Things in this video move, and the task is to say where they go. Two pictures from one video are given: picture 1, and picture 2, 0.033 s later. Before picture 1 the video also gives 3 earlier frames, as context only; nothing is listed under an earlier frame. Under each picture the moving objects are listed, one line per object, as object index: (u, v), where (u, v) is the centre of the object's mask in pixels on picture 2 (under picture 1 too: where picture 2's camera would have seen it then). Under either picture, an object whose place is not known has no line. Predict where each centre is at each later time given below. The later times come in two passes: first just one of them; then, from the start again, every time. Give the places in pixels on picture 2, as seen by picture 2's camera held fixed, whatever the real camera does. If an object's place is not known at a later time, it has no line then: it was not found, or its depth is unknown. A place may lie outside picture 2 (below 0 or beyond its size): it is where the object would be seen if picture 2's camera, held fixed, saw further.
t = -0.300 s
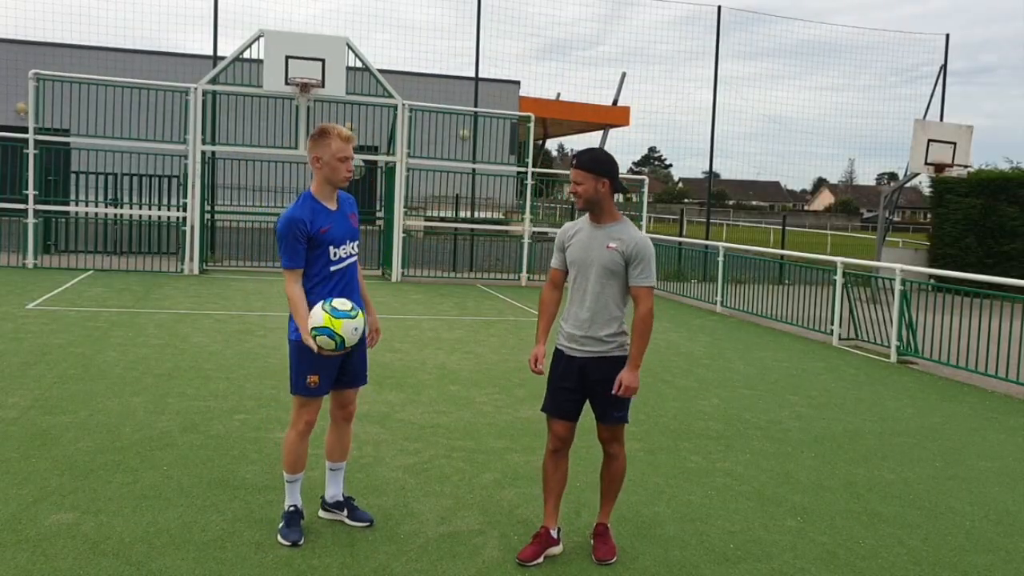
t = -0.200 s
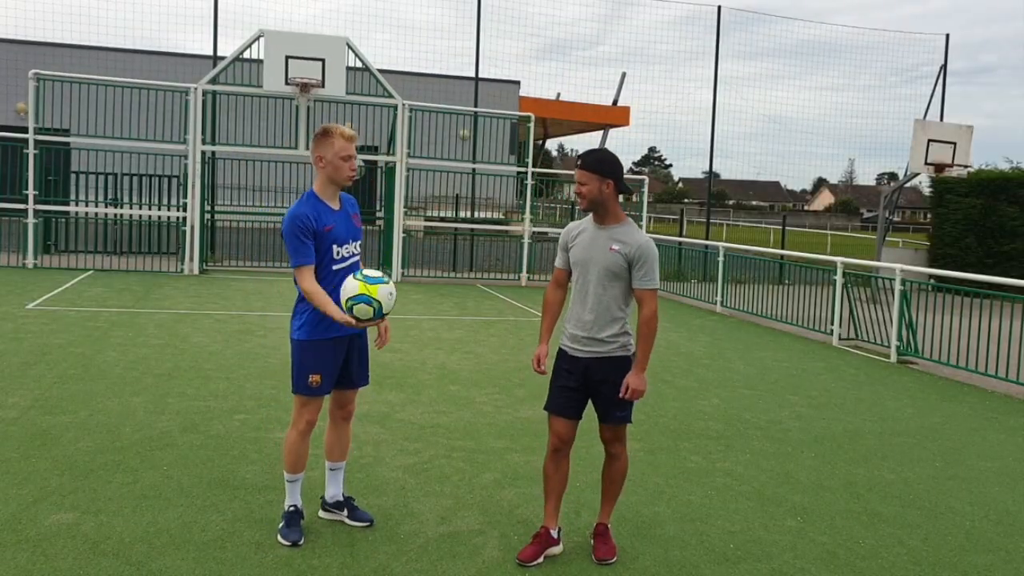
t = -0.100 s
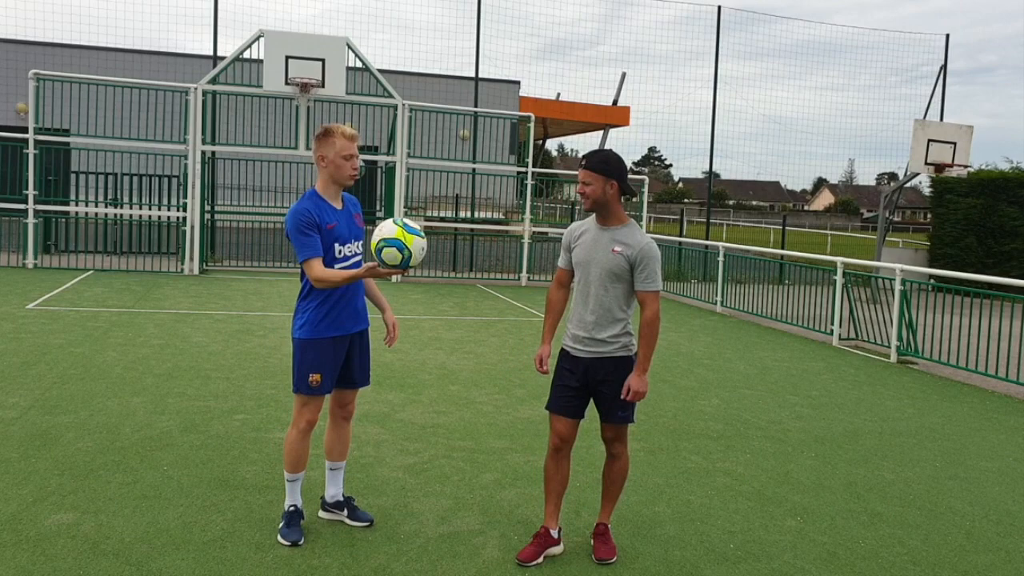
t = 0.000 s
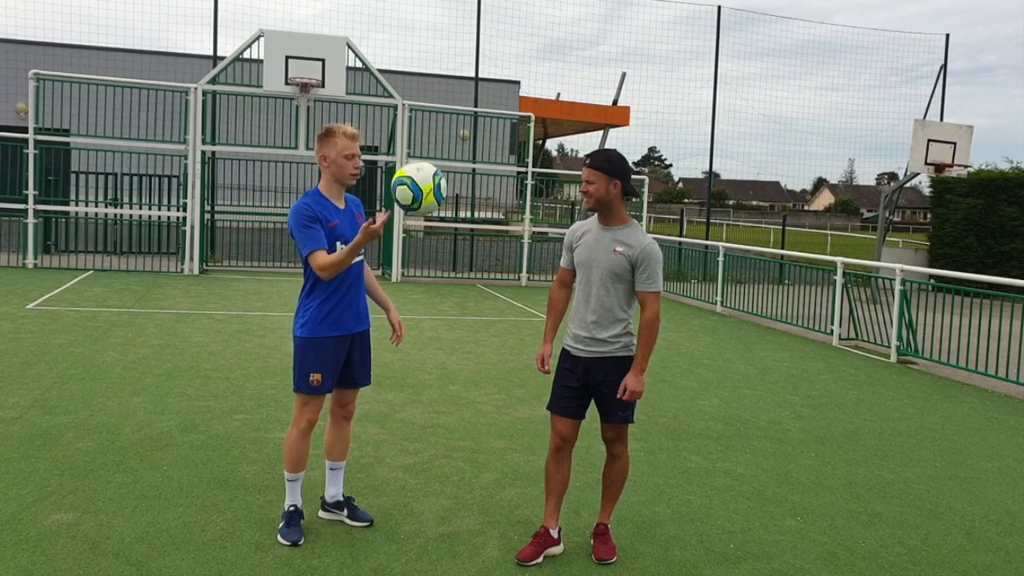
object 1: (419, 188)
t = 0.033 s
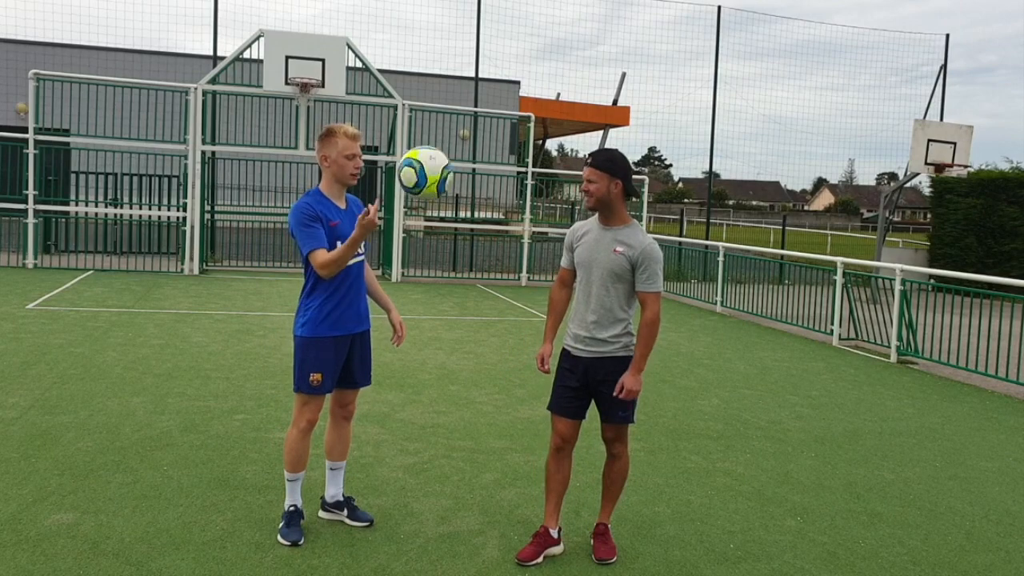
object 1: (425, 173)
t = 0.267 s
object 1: (469, 142)
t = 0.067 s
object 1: (431, 160)
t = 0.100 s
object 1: (437, 150)
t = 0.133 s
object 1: (444, 143)
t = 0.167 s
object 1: (450, 139)
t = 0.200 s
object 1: (456, 137)
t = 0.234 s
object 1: (462, 138)
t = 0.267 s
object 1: (469, 142)
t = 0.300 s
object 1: (475, 148)
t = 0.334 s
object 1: (481, 158)
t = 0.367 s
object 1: (486, 170)
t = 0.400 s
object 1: (492, 185)
